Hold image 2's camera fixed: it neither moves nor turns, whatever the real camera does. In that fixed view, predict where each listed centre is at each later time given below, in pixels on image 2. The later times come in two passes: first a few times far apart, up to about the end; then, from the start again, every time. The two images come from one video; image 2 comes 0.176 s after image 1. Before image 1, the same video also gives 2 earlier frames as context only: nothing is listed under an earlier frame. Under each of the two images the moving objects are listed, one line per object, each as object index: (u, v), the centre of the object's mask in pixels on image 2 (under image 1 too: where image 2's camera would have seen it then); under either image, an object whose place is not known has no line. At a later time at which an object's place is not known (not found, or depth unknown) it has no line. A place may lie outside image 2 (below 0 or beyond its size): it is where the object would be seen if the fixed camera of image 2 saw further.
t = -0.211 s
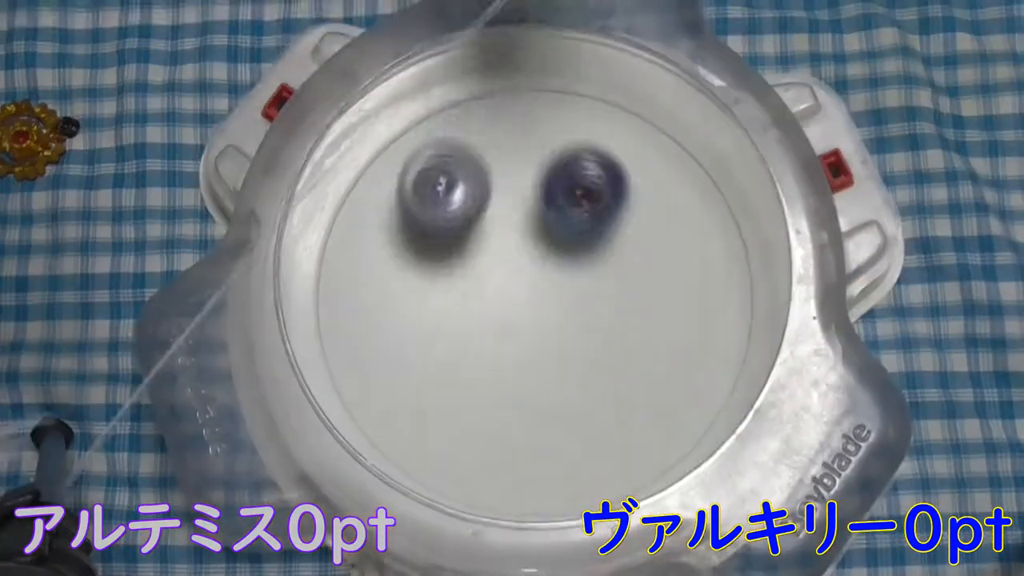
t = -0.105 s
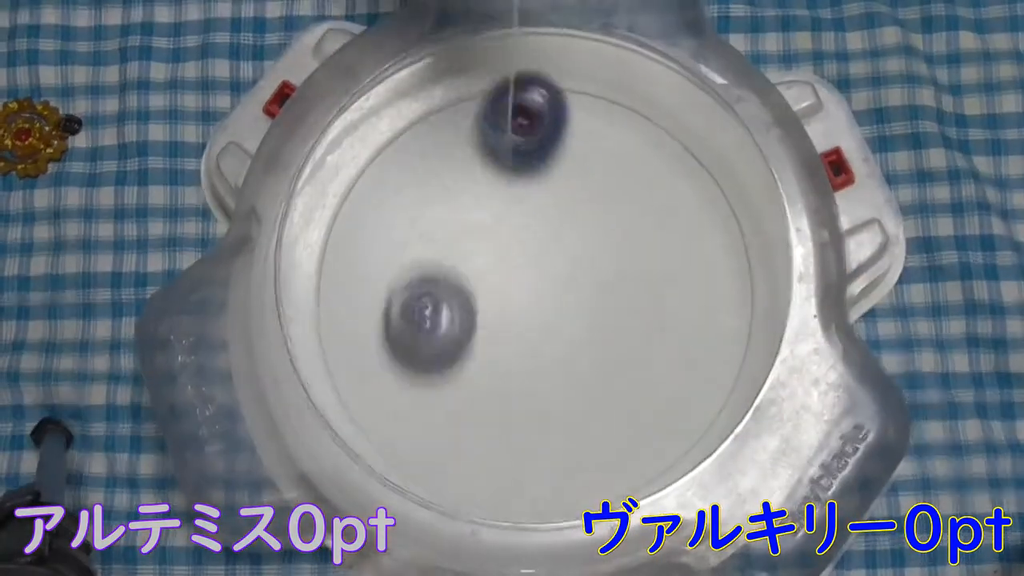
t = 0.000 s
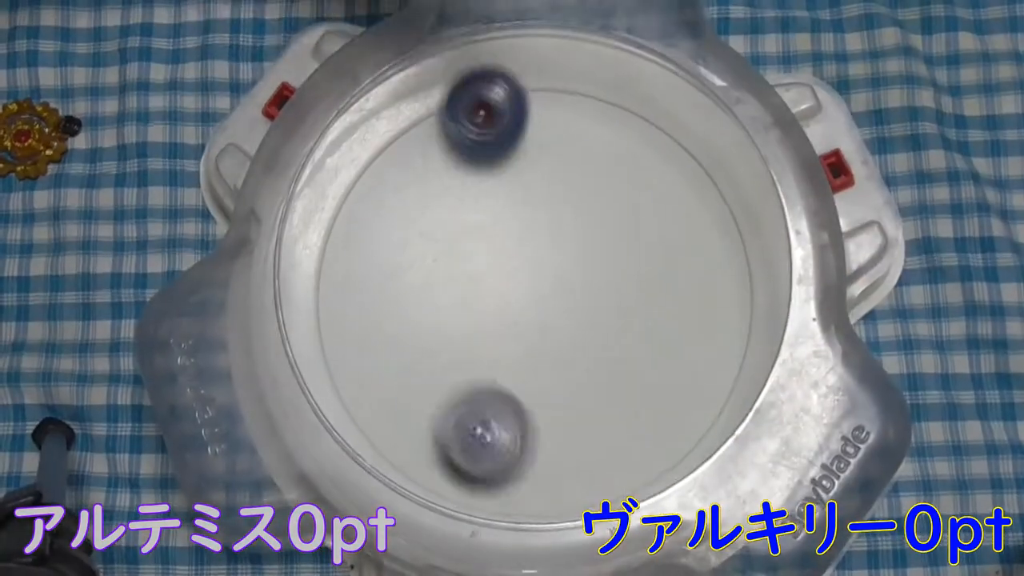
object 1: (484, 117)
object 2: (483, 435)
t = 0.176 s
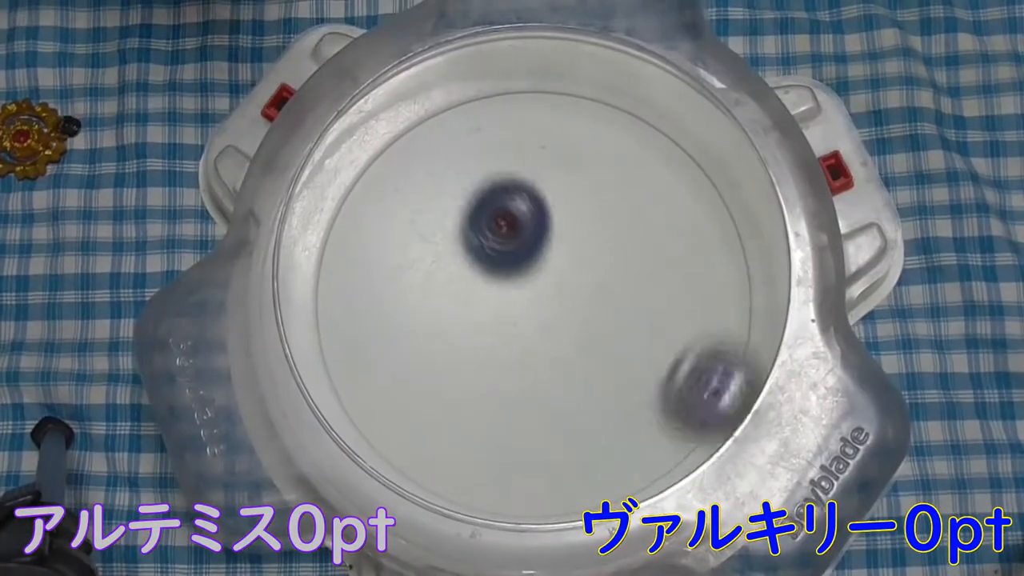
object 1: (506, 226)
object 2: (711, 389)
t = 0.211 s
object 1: (542, 288)
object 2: (736, 245)
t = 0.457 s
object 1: (666, 401)
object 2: (325, 315)
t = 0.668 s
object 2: (683, 408)
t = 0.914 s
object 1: (600, 117)
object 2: (512, 240)
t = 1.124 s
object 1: (433, 235)
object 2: (381, 452)
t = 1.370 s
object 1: (400, 442)
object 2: (566, 489)
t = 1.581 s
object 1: (534, 440)
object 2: (588, 233)
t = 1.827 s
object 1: (572, 330)
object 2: (301, 260)
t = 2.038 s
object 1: (502, 259)
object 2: (362, 453)
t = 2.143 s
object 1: (459, 250)
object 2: (455, 475)
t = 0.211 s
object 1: (542, 288)
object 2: (736, 245)
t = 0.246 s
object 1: (561, 315)
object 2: (700, 175)
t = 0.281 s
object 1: (580, 339)
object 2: (637, 121)
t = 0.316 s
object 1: (599, 360)
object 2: (554, 95)
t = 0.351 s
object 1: (616, 375)
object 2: (469, 102)
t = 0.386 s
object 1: (633, 388)
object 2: (389, 149)
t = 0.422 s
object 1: (650, 397)
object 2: (336, 222)
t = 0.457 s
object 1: (666, 401)
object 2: (325, 315)
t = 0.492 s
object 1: (678, 401)
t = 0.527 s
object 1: (687, 397)
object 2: (424, 464)
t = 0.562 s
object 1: (695, 391)
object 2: (513, 490)
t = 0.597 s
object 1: (700, 382)
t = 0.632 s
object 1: (706, 366)
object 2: (667, 444)
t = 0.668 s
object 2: (683, 408)
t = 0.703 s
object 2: (689, 374)
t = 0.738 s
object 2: (693, 343)
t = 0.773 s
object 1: (741, 196)
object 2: (688, 310)
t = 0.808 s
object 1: (721, 166)
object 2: (672, 281)
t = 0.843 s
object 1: (694, 145)
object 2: (647, 259)
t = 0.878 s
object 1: (633, 119)
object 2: (566, 237)
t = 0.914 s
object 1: (600, 117)
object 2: (512, 240)
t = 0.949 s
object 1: (568, 122)
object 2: (459, 254)
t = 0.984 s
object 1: (535, 135)
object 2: (410, 281)
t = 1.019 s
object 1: (505, 154)
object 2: (371, 318)
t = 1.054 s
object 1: (478, 177)
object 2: (343, 363)
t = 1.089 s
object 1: (453, 205)
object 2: (353, 409)
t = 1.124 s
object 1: (433, 235)
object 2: (381, 452)
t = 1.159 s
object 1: (416, 267)
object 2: (411, 487)
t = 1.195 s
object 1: (402, 300)
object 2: (435, 521)
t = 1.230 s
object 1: (394, 332)
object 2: (463, 533)
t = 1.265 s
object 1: (390, 362)
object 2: (494, 532)
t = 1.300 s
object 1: (390, 391)
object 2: (522, 526)
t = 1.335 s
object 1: (392, 418)
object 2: (545, 499)
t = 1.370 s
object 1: (400, 442)
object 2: (566, 489)
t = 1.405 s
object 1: (411, 459)
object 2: (587, 474)
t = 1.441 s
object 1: (430, 467)
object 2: (607, 449)
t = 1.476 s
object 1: (451, 469)
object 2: (623, 411)
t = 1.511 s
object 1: (495, 461)
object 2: (629, 324)
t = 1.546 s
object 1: (515, 452)
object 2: (614, 277)
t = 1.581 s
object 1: (534, 440)
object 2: (588, 233)
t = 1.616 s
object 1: (549, 427)
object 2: (549, 194)
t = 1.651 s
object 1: (562, 412)
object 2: (502, 167)
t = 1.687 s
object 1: (571, 396)
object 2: (451, 152)
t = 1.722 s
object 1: (576, 379)
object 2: (395, 150)
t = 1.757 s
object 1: (577, 362)
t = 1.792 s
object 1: (575, 346)
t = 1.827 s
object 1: (572, 330)
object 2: (301, 260)
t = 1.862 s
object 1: (565, 315)
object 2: (281, 298)
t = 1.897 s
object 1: (556, 301)
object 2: (272, 331)
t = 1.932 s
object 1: (545, 288)
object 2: (283, 365)
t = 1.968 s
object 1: (531, 276)
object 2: (307, 401)
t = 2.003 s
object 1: (517, 267)
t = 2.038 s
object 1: (502, 259)
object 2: (362, 453)
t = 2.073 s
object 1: (489, 255)
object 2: (392, 468)
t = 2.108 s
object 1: (473, 252)
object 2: (420, 477)
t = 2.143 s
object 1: (459, 250)
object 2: (455, 475)
